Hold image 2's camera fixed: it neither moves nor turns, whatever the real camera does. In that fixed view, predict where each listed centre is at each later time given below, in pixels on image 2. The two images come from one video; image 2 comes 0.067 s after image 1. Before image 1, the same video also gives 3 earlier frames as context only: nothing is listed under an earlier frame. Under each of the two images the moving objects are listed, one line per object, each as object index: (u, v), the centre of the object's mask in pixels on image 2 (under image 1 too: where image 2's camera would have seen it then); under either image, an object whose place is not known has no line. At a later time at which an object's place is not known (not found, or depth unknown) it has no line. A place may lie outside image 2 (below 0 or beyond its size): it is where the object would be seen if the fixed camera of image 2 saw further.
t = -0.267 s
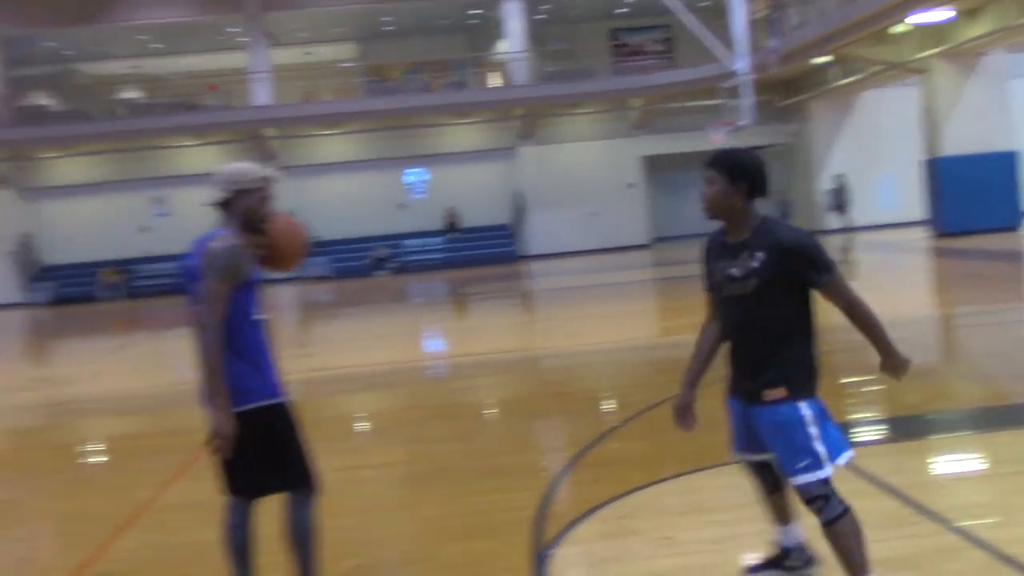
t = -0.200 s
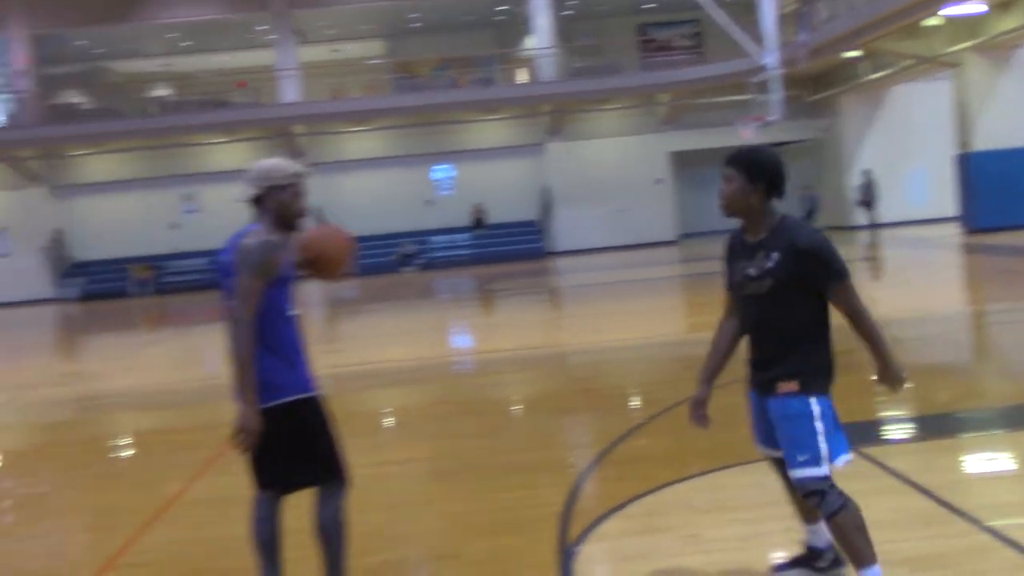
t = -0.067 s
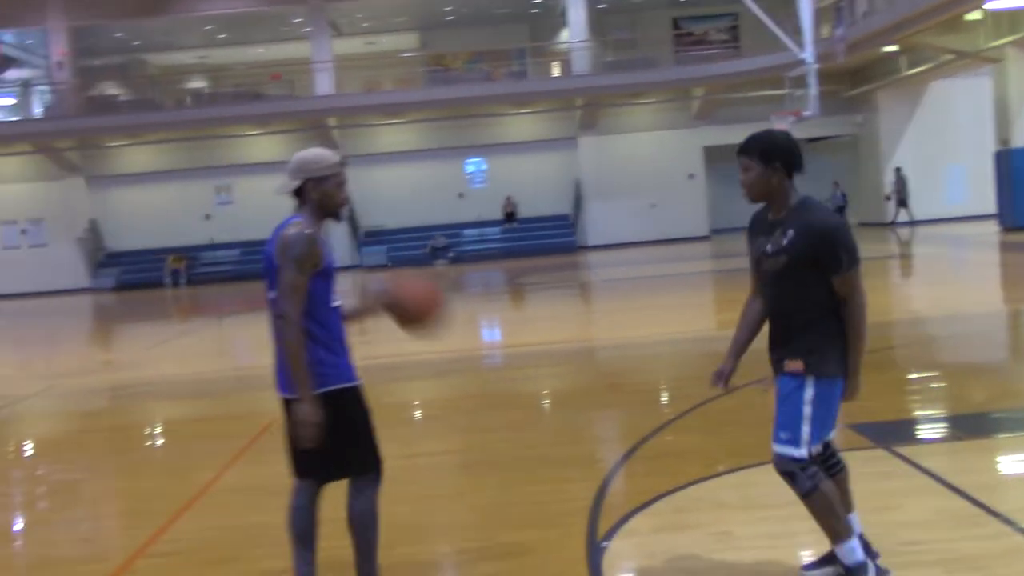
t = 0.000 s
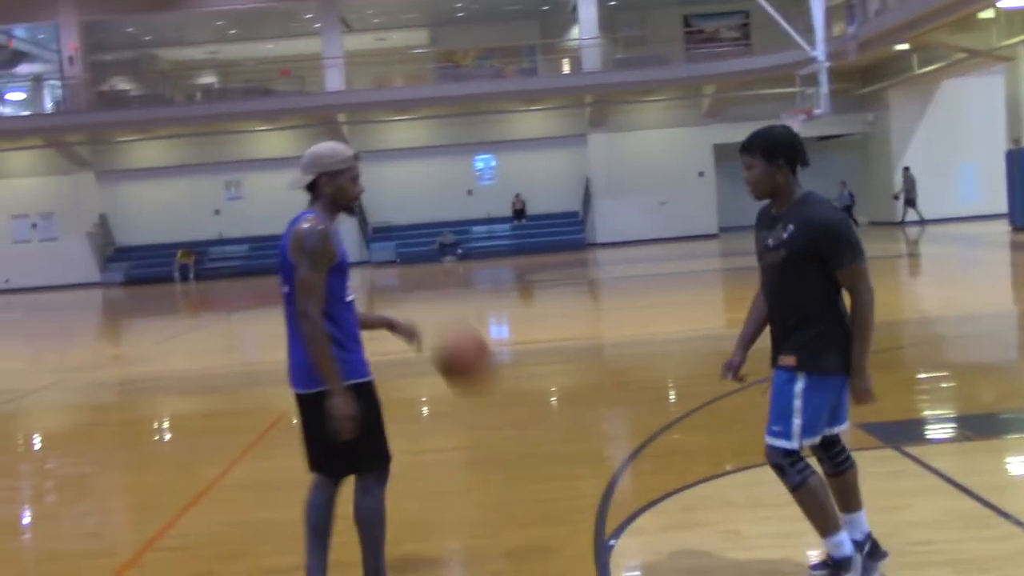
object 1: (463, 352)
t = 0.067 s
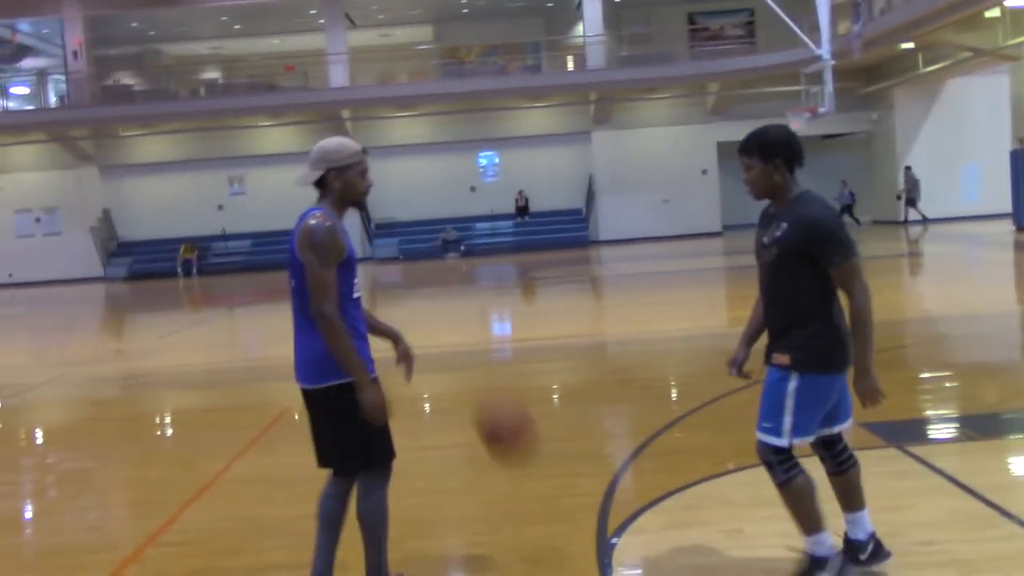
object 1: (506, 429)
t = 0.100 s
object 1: (524, 463)
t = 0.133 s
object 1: (543, 503)
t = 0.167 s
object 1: (564, 543)
